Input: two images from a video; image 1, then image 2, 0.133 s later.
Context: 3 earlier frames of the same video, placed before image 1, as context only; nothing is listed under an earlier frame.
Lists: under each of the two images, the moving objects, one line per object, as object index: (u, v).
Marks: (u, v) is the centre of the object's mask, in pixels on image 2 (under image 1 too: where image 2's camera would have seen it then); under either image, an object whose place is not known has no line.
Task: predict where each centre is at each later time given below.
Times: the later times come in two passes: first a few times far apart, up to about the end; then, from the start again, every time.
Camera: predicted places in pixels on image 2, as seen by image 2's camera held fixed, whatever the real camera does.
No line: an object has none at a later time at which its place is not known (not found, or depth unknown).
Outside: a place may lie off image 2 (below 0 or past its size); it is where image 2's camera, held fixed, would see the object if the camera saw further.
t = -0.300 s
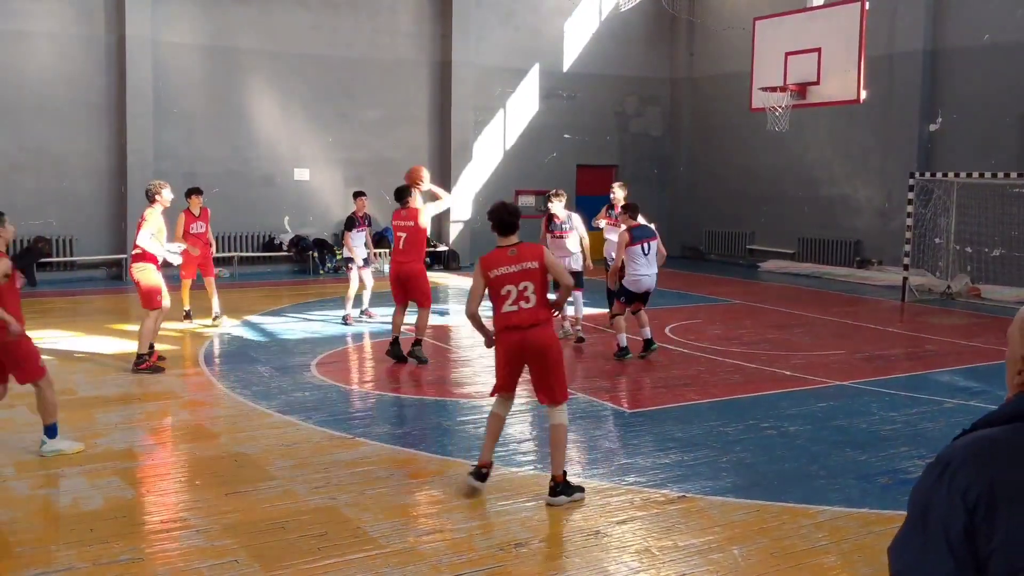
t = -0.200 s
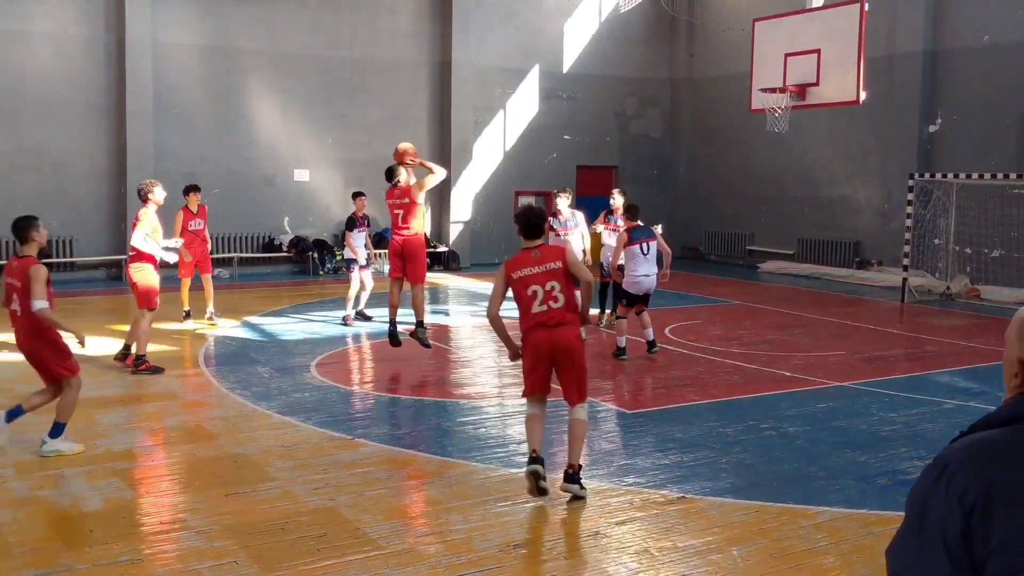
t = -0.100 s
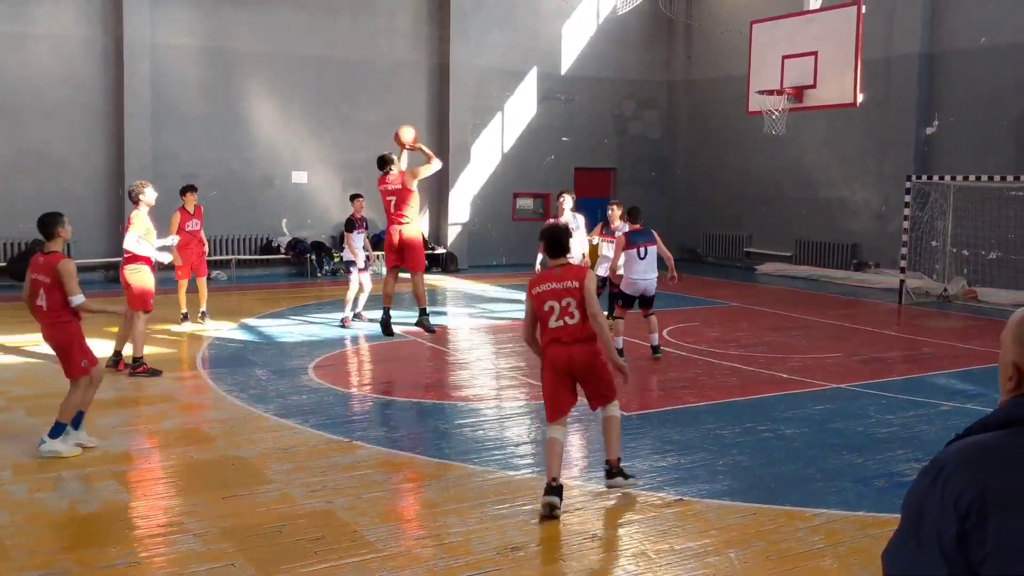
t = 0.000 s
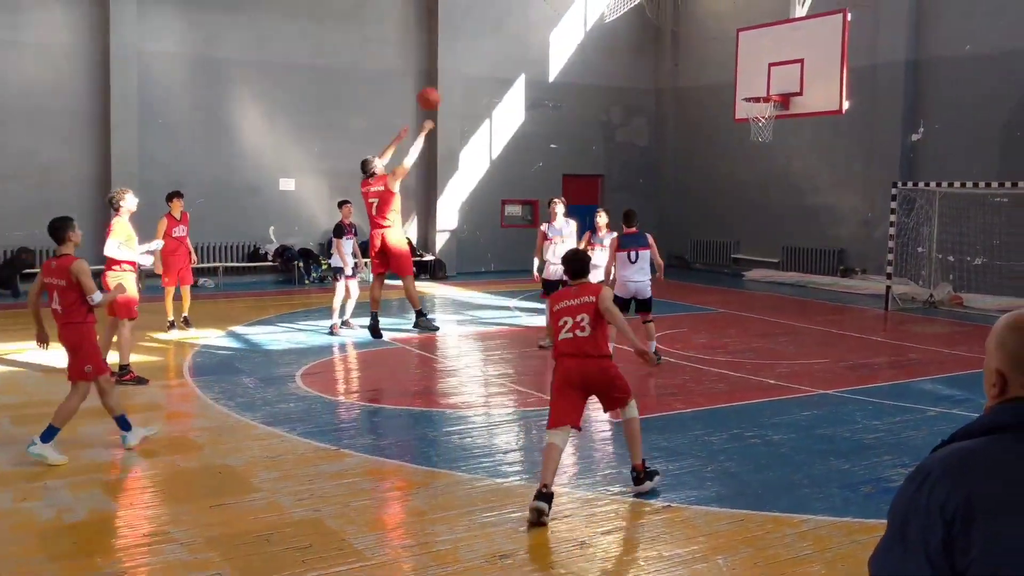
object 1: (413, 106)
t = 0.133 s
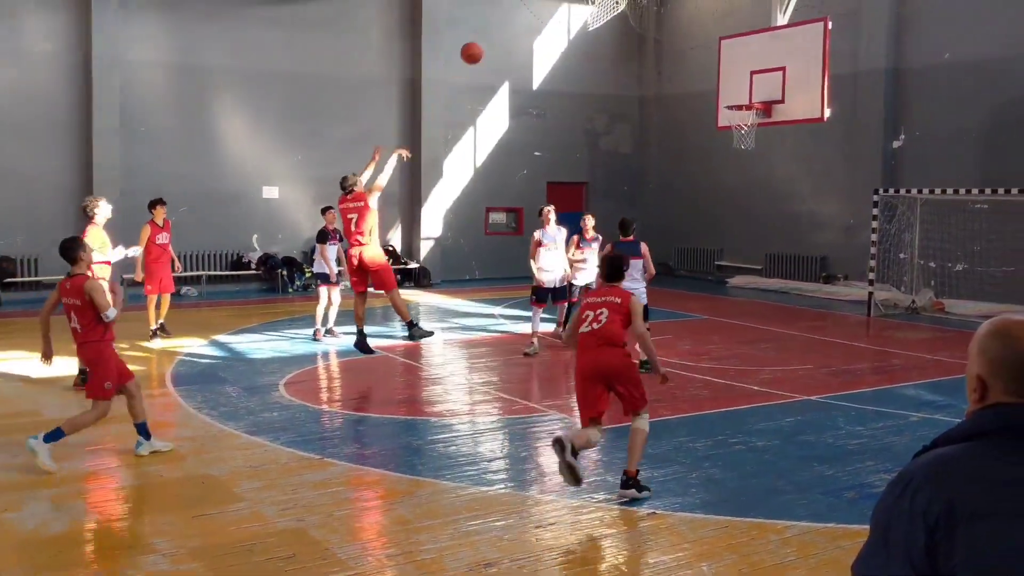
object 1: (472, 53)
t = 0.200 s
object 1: (500, 34)
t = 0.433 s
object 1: (591, -1)
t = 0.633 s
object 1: (663, 6)
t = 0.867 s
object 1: (735, 56)
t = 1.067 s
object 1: (724, 93)
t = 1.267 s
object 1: (706, 75)
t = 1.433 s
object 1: (689, 85)
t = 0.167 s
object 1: (486, 43)
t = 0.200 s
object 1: (500, 34)
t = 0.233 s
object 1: (513, 25)
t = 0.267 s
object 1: (527, 18)
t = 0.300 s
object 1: (540, 12)
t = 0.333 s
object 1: (553, 7)
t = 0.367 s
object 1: (566, 3)
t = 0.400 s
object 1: (579, 0)
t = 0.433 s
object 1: (591, -1)
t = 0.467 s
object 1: (603, -2)
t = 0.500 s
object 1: (616, -2)
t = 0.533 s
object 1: (628, -1)
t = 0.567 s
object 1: (639, 0)
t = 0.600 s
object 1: (651, 4)
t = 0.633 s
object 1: (663, 6)
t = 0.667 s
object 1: (673, 11)
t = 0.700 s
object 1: (684, 17)
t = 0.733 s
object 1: (695, 23)
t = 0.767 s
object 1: (705, 30)
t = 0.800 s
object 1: (715, 38)
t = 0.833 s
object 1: (725, 46)
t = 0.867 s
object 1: (735, 56)
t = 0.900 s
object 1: (745, 66)
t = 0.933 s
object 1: (750, 76)
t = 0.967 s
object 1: (742, 82)
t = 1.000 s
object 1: (734, 89)
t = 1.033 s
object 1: (727, 97)
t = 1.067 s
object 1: (724, 93)
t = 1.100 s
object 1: (721, 88)
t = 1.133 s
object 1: (718, 83)
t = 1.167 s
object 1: (715, 80)
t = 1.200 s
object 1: (712, 77)
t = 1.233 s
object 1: (709, 76)
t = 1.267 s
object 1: (706, 75)
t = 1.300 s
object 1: (702, 75)
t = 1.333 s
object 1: (699, 76)
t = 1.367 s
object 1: (696, 78)
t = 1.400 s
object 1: (692, 81)
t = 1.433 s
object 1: (689, 85)
